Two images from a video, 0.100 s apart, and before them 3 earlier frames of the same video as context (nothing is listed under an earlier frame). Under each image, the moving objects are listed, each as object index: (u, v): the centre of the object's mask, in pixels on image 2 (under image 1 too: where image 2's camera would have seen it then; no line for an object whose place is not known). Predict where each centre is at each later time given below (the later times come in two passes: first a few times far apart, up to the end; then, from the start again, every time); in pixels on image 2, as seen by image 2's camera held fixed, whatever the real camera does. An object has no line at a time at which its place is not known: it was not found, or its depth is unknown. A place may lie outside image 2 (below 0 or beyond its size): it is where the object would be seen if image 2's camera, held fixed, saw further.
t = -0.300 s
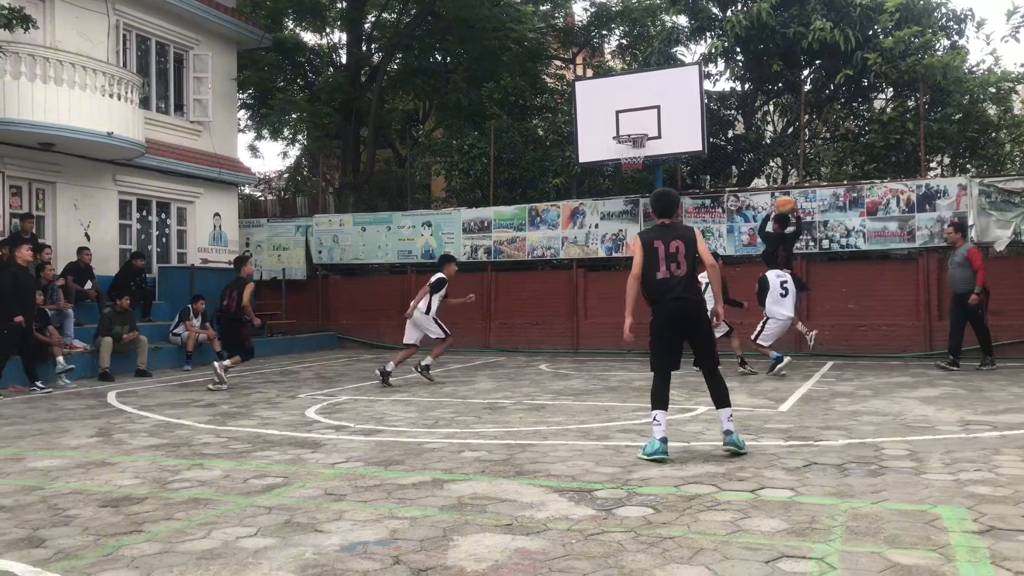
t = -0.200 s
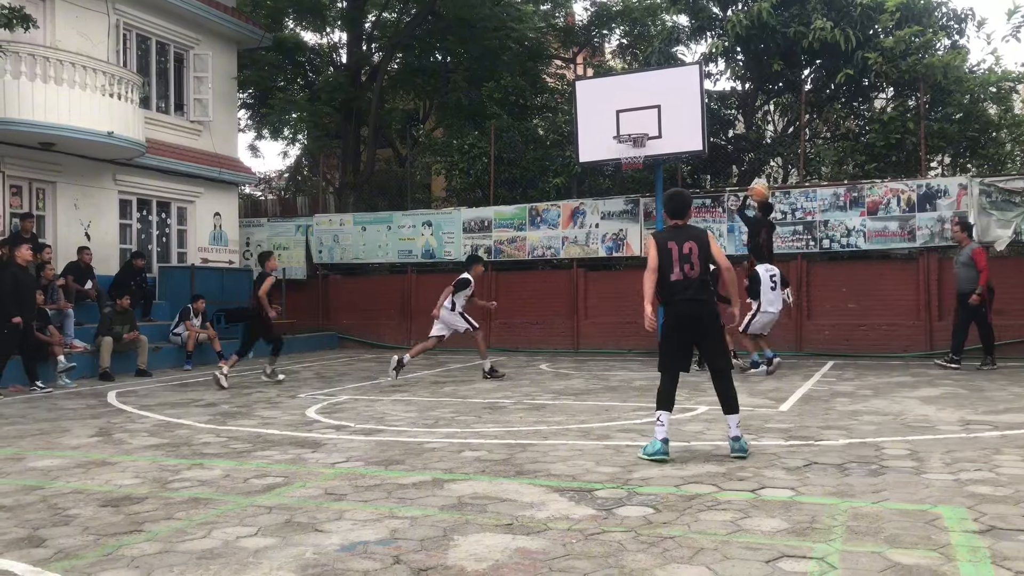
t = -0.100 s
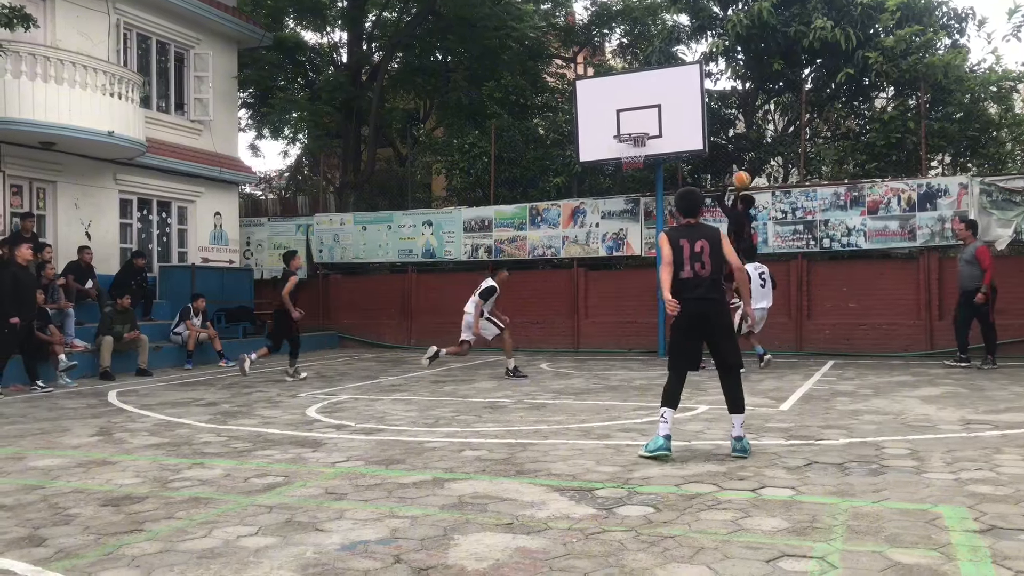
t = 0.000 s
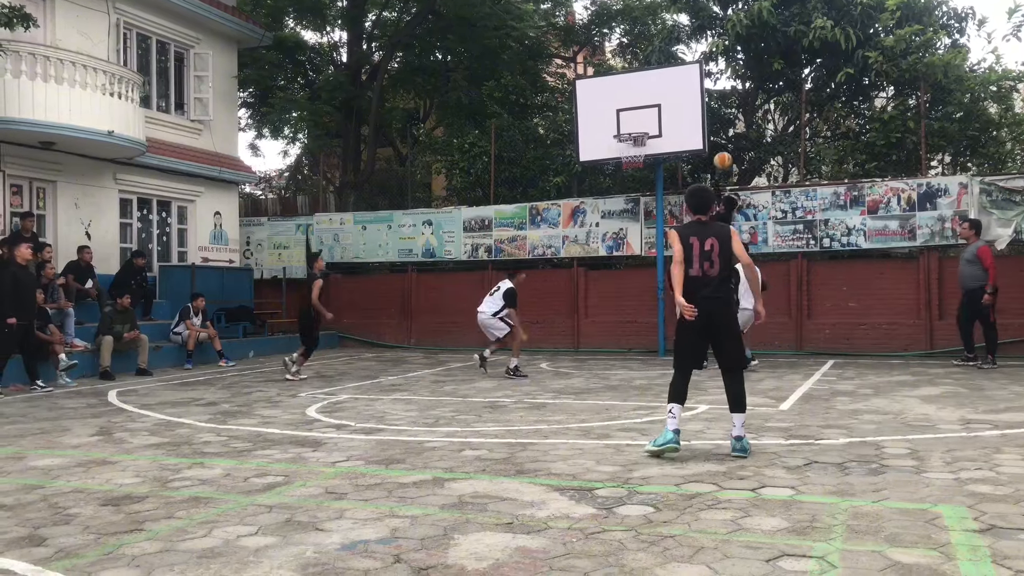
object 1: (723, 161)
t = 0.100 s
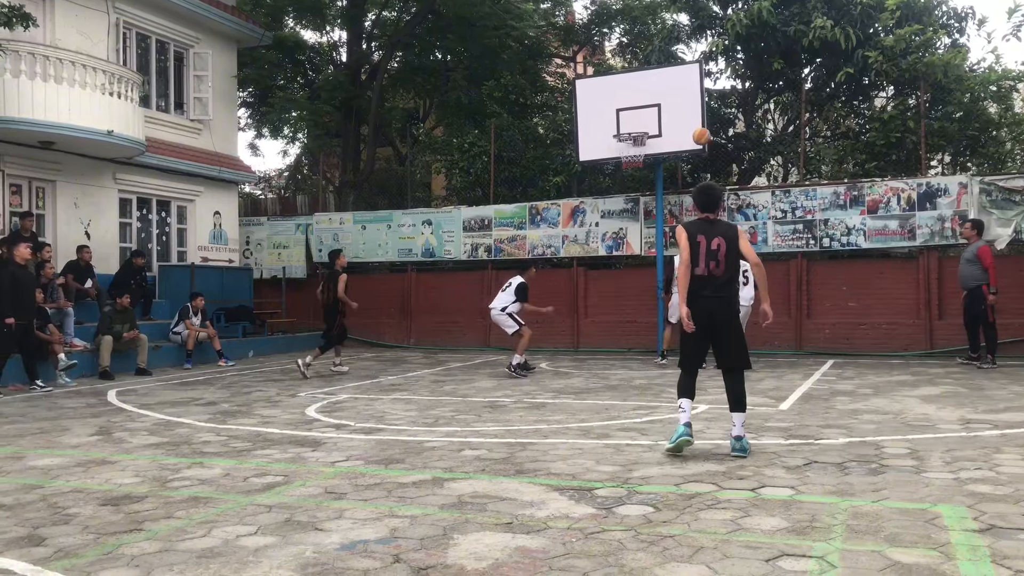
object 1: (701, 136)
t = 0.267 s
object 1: (668, 114)
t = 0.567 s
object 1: (625, 125)
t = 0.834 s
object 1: (643, 122)
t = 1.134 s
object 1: (671, 149)
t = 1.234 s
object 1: (670, 167)
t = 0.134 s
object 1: (694, 130)
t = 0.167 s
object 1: (687, 125)
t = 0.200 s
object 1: (681, 121)
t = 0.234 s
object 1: (674, 117)
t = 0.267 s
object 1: (668, 114)
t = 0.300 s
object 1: (661, 112)
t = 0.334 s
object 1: (656, 111)
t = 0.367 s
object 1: (651, 111)
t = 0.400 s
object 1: (647, 111)
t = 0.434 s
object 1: (643, 112)
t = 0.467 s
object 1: (638, 114)
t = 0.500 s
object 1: (634, 117)
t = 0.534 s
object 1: (630, 121)
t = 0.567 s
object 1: (625, 125)
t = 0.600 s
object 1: (621, 128)
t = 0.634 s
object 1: (623, 128)
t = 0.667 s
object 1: (626, 127)
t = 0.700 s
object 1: (629, 127)
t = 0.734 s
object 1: (633, 126)
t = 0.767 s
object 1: (637, 124)
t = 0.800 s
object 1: (640, 123)
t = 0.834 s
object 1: (643, 122)
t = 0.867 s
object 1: (647, 122)
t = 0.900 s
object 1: (650, 123)
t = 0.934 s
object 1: (653, 125)
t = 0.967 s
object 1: (656, 127)
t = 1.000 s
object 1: (660, 131)
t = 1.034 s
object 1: (663, 135)
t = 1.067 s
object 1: (667, 140)
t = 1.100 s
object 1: (670, 145)
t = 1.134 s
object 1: (671, 149)
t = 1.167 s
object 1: (670, 154)
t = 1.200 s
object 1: (670, 160)
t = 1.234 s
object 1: (670, 167)
